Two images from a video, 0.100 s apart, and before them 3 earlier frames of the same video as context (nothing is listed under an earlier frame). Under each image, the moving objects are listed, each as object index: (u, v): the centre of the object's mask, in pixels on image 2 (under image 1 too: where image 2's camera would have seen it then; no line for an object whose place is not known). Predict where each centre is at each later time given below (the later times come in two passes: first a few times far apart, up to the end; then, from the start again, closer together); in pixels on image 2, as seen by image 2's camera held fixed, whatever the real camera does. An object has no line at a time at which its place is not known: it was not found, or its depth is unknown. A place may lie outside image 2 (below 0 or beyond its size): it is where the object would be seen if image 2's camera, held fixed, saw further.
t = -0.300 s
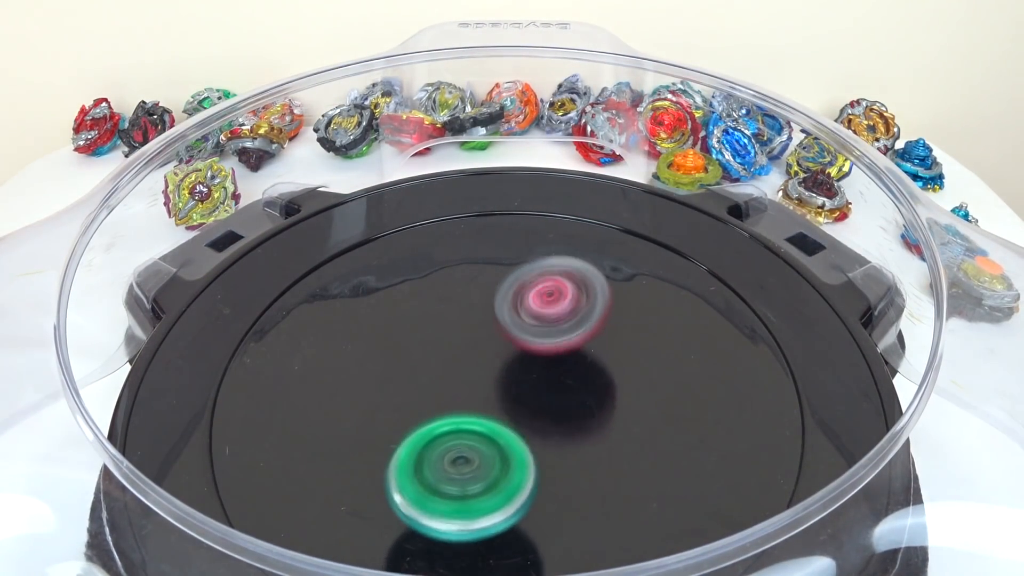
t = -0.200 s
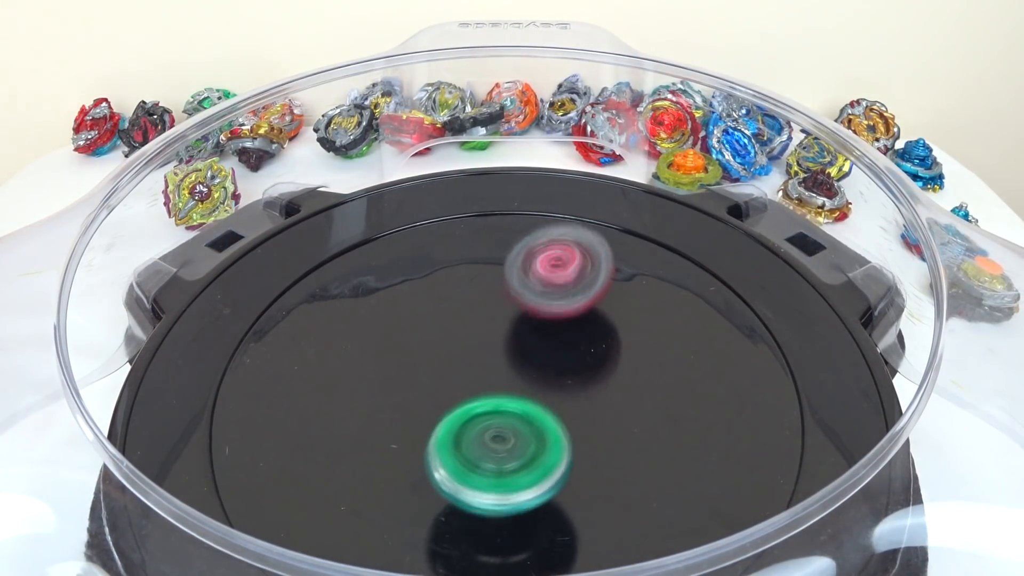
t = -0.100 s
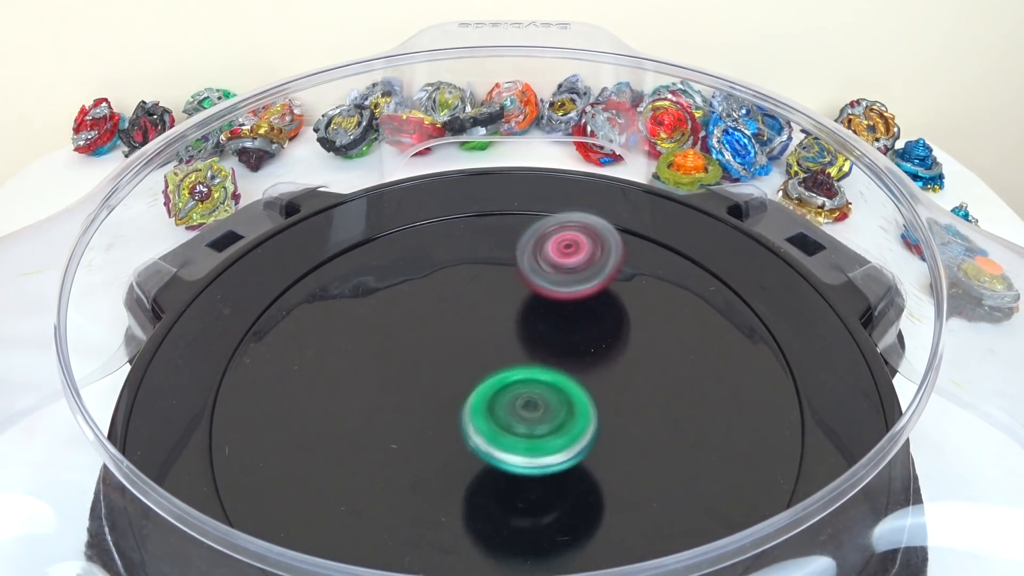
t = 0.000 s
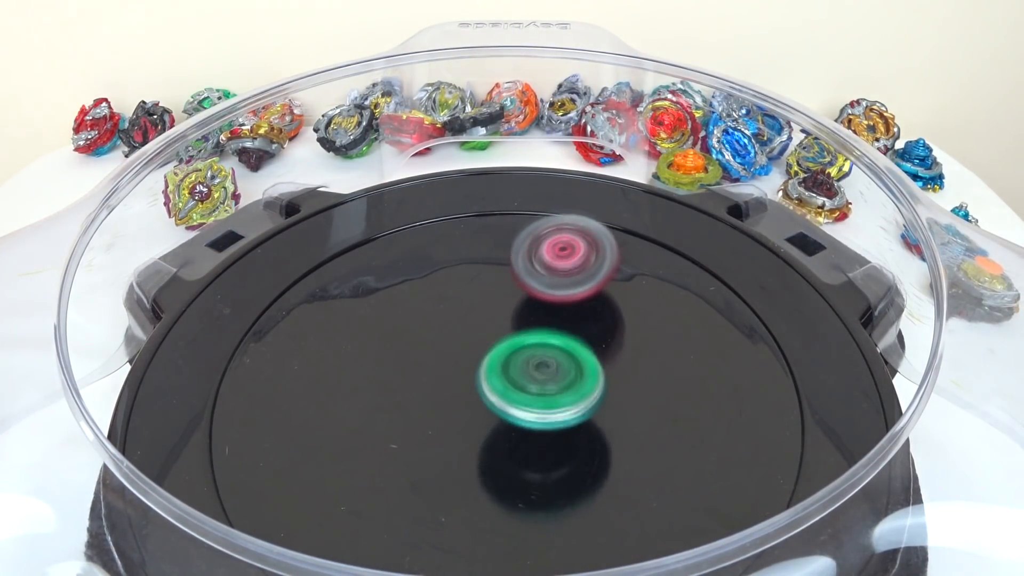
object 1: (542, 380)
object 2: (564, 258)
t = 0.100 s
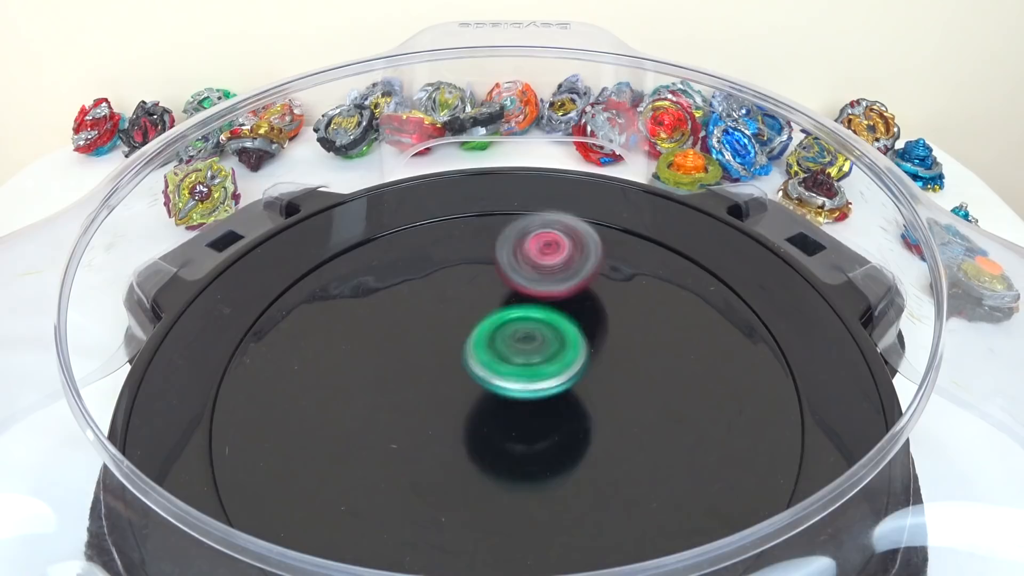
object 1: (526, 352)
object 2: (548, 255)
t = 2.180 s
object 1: (400, 346)
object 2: (419, 451)
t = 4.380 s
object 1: (674, 391)
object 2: (427, 307)
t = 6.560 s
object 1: (463, 282)
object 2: (497, 402)
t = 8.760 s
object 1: (466, 321)
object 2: (582, 330)
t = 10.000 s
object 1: (410, 490)
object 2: (511, 360)
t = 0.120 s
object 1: (518, 357)
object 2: (545, 245)
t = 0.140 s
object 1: (509, 362)
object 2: (540, 238)
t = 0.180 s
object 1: (494, 370)
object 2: (533, 230)
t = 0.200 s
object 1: (487, 373)
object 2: (530, 227)
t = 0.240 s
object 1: (476, 378)
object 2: (526, 228)
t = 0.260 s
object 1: (471, 381)
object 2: (525, 230)
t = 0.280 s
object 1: (468, 384)
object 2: (525, 233)
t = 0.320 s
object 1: (464, 391)
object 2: (527, 240)
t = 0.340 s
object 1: (461, 393)
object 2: (529, 243)
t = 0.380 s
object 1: (459, 397)
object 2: (531, 250)
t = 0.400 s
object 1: (460, 398)
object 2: (531, 254)
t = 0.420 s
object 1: (461, 400)
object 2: (529, 258)
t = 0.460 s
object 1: (464, 402)
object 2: (522, 267)
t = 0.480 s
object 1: (465, 402)
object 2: (516, 272)
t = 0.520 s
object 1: (467, 401)
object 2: (500, 281)
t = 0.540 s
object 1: (468, 399)
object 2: (490, 285)
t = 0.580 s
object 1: (471, 396)
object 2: (468, 294)
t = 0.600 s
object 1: (472, 394)
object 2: (456, 297)
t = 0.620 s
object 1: (472, 392)
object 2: (445, 300)
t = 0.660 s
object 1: (477, 396)
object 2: (424, 296)
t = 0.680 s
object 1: (480, 398)
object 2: (415, 294)
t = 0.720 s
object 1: (484, 400)
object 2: (404, 291)
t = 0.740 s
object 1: (487, 399)
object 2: (401, 291)
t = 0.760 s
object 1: (490, 399)
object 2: (399, 292)
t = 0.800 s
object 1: (494, 396)
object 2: (401, 295)
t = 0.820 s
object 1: (496, 393)
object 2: (406, 296)
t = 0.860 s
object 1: (500, 388)
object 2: (415, 303)
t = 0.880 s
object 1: (502, 385)
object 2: (419, 307)
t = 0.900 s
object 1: (504, 383)
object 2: (425, 307)
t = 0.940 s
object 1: (532, 395)
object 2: (417, 296)
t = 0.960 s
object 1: (544, 399)
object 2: (413, 290)
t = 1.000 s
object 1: (567, 403)
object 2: (405, 278)
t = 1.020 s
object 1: (577, 403)
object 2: (402, 273)
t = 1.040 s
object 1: (585, 401)
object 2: (401, 267)
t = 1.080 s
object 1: (600, 396)
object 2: (402, 260)
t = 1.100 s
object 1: (605, 392)
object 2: (403, 257)
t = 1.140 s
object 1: (613, 383)
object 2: (407, 257)
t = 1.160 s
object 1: (616, 377)
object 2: (408, 258)
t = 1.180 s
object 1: (618, 372)
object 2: (410, 261)
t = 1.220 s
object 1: (618, 362)
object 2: (413, 272)
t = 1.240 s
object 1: (617, 358)
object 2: (414, 278)
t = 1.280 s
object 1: (611, 348)
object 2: (420, 295)
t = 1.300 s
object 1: (608, 343)
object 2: (425, 303)
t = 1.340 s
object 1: (597, 334)
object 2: (435, 318)
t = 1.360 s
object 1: (591, 330)
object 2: (439, 326)
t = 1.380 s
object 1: (584, 326)
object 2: (442, 333)
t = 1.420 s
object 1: (569, 319)
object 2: (447, 349)
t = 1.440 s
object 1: (561, 316)
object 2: (450, 358)
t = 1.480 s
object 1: (551, 308)
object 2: (443, 377)
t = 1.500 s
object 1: (546, 304)
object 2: (440, 380)
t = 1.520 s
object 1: (538, 301)
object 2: (437, 389)
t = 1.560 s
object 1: (523, 297)
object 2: (430, 405)
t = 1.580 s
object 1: (515, 296)
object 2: (425, 408)
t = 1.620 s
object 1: (497, 296)
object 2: (414, 416)
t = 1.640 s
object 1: (488, 297)
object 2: (409, 420)
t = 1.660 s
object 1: (478, 298)
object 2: (404, 426)
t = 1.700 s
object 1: (460, 302)
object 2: (396, 426)
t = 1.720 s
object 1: (451, 305)
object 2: (394, 419)
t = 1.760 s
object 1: (433, 312)
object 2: (391, 413)
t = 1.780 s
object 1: (425, 316)
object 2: (391, 410)
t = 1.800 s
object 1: (418, 316)
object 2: (390, 411)
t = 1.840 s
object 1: (411, 304)
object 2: (383, 430)
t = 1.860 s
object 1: (409, 300)
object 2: (381, 437)
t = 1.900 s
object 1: (404, 296)
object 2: (376, 449)
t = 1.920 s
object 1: (402, 295)
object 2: (375, 458)
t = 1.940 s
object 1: (400, 296)
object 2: (375, 465)
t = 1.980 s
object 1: (396, 300)
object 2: (375, 475)
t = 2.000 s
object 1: (394, 303)
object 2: (376, 479)
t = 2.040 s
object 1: (393, 312)
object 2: (382, 482)
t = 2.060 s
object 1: (392, 316)
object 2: (385, 478)
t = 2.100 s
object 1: (393, 326)
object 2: (394, 473)
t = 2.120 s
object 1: (394, 331)
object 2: (400, 469)
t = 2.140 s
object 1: (395, 336)
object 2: (407, 463)
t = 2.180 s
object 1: (400, 346)
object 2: (419, 451)
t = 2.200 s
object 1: (404, 350)
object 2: (425, 445)
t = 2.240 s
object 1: (407, 326)
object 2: (448, 475)
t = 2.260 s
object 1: (409, 314)
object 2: (461, 491)
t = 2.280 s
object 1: (410, 305)
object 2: (470, 497)
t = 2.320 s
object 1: (412, 289)
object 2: (489, 515)
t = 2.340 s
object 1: (413, 284)
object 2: (501, 520)
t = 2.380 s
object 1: (413, 276)
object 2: (521, 526)
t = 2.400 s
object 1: (413, 273)
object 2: (531, 529)
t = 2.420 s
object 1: (412, 271)
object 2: (537, 527)
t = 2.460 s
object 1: (411, 270)
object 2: (546, 528)
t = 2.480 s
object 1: (411, 270)
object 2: (550, 525)
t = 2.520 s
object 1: (413, 273)
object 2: (558, 524)
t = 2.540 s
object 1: (414, 275)
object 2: (558, 518)
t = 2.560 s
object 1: (416, 278)
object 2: (559, 515)
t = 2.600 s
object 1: (420, 286)
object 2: (554, 495)
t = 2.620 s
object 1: (423, 290)
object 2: (550, 491)
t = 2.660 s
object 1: (431, 299)
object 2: (537, 473)
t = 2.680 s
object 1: (436, 303)
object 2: (529, 466)
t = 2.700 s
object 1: (442, 308)
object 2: (522, 461)
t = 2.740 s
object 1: (454, 317)
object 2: (509, 435)
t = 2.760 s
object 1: (460, 321)
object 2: (504, 429)
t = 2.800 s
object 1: (469, 322)
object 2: (507, 419)
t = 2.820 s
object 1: (466, 308)
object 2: (519, 423)
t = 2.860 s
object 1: (463, 285)
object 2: (542, 440)
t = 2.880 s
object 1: (462, 276)
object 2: (553, 452)
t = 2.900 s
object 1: (461, 269)
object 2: (560, 453)
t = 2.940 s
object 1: (459, 260)
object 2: (567, 461)
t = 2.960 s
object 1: (457, 257)
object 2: (568, 460)
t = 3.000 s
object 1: (455, 254)
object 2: (567, 464)
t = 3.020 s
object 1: (455, 255)
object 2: (565, 463)
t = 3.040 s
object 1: (454, 256)
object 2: (562, 470)
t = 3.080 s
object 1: (453, 260)
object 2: (560, 463)
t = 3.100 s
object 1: (453, 264)
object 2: (557, 459)
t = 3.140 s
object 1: (455, 272)
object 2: (549, 454)
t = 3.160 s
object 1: (457, 277)
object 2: (544, 445)
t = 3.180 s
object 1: (460, 282)
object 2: (538, 440)
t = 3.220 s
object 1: (466, 293)
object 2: (529, 427)
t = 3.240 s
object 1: (470, 299)
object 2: (526, 421)
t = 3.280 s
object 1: (480, 310)
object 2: (518, 410)
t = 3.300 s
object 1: (484, 314)
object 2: (517, 400)
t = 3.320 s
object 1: (490, 312)
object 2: (515, 403)
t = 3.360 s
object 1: (498, 308)
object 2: (517, 403)
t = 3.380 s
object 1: (502, 308)
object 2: (516, 403)
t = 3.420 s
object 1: (510, 308)
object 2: (518, 399)
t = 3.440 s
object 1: (514, 308)
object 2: (518, 400)
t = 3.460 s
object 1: (519, 307)
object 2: (518, 399)
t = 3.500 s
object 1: (528, 306)
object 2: (517, 404)
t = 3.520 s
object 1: (533, 304)
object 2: (516, 407)
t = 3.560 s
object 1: (541, 302)
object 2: (513, 415)
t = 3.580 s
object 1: (545, 301)
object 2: (513, 418)
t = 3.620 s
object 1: (552, 303)
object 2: (504, 418)
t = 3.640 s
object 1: (556, 304)
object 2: (500, 414)
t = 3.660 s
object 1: (559, 306)
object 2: (495, 411)
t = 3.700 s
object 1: (565, 310)
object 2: (484, 399)
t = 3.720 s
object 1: (569, 312)
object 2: (482, 391)
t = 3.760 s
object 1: (576, 317)
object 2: (475, 374)
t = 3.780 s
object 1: (580, 319)
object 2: (470, 364)
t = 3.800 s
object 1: (587, 320)
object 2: (462, 356)
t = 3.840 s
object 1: (598, 321)
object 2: (450, 342)
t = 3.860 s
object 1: (602, 322)
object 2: (447, 335)
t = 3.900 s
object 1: (608, 324)
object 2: (441, 327)
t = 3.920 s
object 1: (610, 325)
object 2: (440, 324)
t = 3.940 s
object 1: (612, 327)
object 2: (442, 322)
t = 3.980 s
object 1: (613, 331)
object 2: (444, 323)
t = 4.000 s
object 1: (614, 333)
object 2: (448, 323)
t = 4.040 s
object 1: (613, 338)
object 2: (460, 329)
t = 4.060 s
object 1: (612, 341)
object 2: (468, 331)
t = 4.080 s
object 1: (611, 345)
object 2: (479, 332)
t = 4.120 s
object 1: (623, 355)
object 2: (483, 328)
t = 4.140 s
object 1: (633, 360)
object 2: (480, 325)
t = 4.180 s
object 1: (650, 369)
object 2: (467, 321)
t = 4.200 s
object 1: (657, 372)
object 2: (460, 318)
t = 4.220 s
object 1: (663, 374)
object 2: (454, 316)
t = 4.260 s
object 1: (672, 379)
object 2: (442, 312)
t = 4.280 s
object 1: (675, 381)
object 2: (439, 310)
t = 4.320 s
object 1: (677, 385)
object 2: (432, 307)
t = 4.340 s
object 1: (677, 387)
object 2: (431, 307)
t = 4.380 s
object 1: (674, 391)
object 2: (427, 307)
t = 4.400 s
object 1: (671, 392)
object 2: (427, 308)
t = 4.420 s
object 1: (666, 394)
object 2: (427, 309)
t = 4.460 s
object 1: (656, 398)
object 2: (427, 314)
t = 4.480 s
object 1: (649, 399)
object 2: (429, 317)
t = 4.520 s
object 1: (634, 403)
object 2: (431, 324)
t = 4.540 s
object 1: (626, 406)
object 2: (434, 328)
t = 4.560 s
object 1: (618, 409)
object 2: (437, 332)
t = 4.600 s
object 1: (601, 415)
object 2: (442, 340)
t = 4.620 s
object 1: (593, 418)
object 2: (445, 344)
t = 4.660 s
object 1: (576, 423)
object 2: (451, 350)
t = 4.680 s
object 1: (568, 426)
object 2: (454, 353)
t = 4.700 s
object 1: (559, 429)
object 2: (457, 355)
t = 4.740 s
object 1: (545, 441)
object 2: (460, 353)
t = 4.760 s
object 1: (554, 465)
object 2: (451, 337)
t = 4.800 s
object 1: (571, 503)
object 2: (435, 314)
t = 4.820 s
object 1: (579, 514)
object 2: (427, 304)
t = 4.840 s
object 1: (588, 520)
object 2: (422, 297)
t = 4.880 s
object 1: (600, 529)
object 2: (416, 286)
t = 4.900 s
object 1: (606, 531)
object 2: (417, 284)
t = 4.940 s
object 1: (616, 532)
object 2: (424, 284)
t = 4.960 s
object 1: (621, 531)
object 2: (434, 284)
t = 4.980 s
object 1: (624, 530)
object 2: (444, 287)
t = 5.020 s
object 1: (626, 526)
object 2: (467, 292)
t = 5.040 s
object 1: (624, 524)
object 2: (478, 297)
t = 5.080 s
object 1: (616, 519)
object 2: (501, 306)
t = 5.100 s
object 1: (610, 516)
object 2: (512, 312)
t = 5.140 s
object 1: (593, 507)
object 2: (534, 321)
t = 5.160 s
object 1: (582, 499)
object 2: (543, 326)
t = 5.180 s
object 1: (572, 490)
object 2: (552, 328)
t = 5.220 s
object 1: (547, 472)
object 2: (567, 335)
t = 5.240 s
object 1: (535, 465)
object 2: (571, 337)
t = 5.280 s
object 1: (509, 450)
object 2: (571, 343)
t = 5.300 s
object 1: (497, 442)
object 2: (569, 348)
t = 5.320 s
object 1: (484, 435)
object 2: (565, 353)
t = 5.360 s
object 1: (431, 444)
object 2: (573, 344)
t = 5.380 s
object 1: (400, 452)
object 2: (580, 334)
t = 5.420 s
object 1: (347, 464)
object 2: (587, 318)
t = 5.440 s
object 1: (325, 468)
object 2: (588, 313)
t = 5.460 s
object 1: (305, 471)
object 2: (588, 306)
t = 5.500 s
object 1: (271, 476)
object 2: (584, 301)
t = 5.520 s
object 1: (258, 476)
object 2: (581, 302)
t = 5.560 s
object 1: (241, 473)
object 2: (577, 305)
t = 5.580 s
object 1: (239, 472)
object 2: (577, 308)
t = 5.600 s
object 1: (240, 471)
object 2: (576, 313)
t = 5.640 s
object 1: (256, 468)
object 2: (577, 321)
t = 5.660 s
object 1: (268, 463)
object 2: (577, 327)
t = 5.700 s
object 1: (292, 451)
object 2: (579, 336)
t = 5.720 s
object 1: (308, 446)
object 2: (581, 338)
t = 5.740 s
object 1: (324, 440)
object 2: (580, 343)
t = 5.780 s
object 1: (355, 425)
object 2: (582, 349)
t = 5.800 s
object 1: (369, 417)
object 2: (583, 348)
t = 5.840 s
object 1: (400, 400)
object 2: (580, 348)
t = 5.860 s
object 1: (414, 390)
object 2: (579, 350)
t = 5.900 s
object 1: (439, 371)
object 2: (576, 345)
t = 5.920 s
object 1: (451, 361)
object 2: (574, 340)
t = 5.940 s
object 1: (459, 351)
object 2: (574, 339)
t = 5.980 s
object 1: (463, 329)
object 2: (573, 330)
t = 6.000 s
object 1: (464, 316)
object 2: (573, 333)
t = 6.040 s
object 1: (456, 291)
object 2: (585, 337)
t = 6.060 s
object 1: (452, 281)
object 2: (589, 340)
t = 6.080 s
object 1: (447, 270)
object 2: (593, 349)
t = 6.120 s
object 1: (442, 249)
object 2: (595, 353)
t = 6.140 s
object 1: (440, 241)
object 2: (595, 357)
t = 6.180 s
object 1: (437, 225)
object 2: (586, 364)
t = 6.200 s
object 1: (436, 218)
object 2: (580, 368)
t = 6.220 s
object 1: (433, 213)
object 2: (571, 370)
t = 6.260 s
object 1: (431, 206)
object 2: (553, 375)
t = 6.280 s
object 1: (430, 203)
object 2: (545, 378)
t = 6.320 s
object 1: (429, 205)
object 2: (525, 384)
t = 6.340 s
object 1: (430, 208)
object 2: (516, 387)
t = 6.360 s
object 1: (430, 210)
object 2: (509, 390)
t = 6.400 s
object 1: (433, 221)
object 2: (497, 396)
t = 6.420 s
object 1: (436, 227)
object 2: (493, 399)
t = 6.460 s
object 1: (440, 241)
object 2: (490, 404)
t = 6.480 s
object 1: (443, 248)
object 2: (489, 404)
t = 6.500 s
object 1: (448, 255)
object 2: (490, 404)
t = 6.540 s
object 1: (456, 273)
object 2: (495, 404)
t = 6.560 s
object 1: (463, 282)
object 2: (497, 402)
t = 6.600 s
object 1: (474, 298)
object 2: (505, 398)
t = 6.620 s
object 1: (480, 304)
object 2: (511, 396)
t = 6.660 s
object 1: (497, 309)
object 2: (522, 401)
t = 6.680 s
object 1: (506, 310)
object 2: (525, 405)
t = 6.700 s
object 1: (515, 312)
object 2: (531, 411)
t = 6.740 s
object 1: (534, 315)
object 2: (537, 415)
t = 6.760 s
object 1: (544, 315)
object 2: (536, 412)
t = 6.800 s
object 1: (567, 319)
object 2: (534, 408)
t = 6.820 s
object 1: (579, 321)
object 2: (533, 405)
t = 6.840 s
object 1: (593, 321)
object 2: (526, 405)
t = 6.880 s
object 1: (618, 316)
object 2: (506, 412)
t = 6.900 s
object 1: (630, 313)
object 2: (497, 418)
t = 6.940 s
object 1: (648, 312)
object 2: (478, 426)
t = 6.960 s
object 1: (657, 312)
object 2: (467, 428)
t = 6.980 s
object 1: (664, 313)
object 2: (457, 432)
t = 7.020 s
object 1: (678, 316)
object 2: (435, 434)
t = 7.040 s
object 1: (682, 317)
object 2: (426, 432)
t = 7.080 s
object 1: (692, 322)
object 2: (413, 427)
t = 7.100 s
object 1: (694, 323)
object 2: (410, 423)
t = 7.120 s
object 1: (696, 327)
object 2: (404, 420)
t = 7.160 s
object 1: (697, 333)
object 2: (400, 412)
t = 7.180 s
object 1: (697, 338)
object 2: (400, 408)
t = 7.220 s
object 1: (692, 347)
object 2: (400, 400)
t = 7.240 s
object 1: (689, 352)
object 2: (401, 397)
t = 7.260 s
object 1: (686, 356)
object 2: (403, 392)
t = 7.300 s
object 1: (674, 368)
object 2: (408, 386)
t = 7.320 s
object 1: (669, 372)
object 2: (412, 384)
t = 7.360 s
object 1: (653, 384)
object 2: (421, 378)
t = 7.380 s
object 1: (645, 389)
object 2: (425, 376)
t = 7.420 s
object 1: (626, 401)
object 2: (436, 372)
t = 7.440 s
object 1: (616, 405)
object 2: (443, 371)
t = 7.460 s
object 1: (605, 411)
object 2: (448, 371)
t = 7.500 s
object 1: (585, 422)
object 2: (461, 371)
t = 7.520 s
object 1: (577, 429)
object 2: (466, 367)
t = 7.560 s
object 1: (564, 445)
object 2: (468, 361)
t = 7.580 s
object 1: (556, 452)
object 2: (469, 359)
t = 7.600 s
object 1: (550, 459)
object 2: (472, 356)
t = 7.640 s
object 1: (530, 472)
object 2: (477, 354)
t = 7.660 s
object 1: (522, 477)
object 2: (480, 351)
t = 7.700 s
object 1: (499, 486)
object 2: (489, 349)
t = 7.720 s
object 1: (490, 489)
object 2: (493, 351)
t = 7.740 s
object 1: (479, 492)
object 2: (499, 348)
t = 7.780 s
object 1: (456, 497)
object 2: (510, 348)
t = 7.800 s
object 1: (445, 498)
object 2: (514, 347)
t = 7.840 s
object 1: (425, 498)
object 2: (525, 344)
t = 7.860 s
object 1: (415, 497)
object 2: (531, 345)
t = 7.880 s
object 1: (408, 495)
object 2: (535, 340)
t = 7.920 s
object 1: (391, 490)
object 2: (540, 336)
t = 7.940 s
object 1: (384, 486)
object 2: (540, 332)
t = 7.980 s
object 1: (374, 478)
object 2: (537, 329)
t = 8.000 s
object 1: (368, 473)
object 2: (535, 330)
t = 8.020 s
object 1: (363, 467)
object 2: (530, 328)
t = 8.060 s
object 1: (361, 456)
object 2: (520, 329)
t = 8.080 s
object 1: (361, 449)
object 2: (515, 329)
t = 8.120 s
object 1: (361, 435)
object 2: (503, 329)
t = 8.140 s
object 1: (364, 428)
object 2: (498, 332)
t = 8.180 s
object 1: (364, 412)
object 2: (486, 333)
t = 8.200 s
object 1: (367, 405)
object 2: (478, 335)
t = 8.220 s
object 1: (367, 397)
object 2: (473, 334)
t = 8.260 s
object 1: (331, 392)
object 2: (497, 325)
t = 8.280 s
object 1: (298, 392)
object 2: (521, 314)
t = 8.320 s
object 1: (245, 386)
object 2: (562, 295)
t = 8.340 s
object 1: (228, 384)
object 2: (580, 289)
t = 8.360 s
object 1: (217, 380)
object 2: (594, 280)
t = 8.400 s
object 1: (212, 372)
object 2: (615, 272)
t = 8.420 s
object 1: (214, 371)
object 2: (623, 269)
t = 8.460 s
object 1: (225, 368)
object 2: (629, 267)
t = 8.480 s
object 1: (236, 370)
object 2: (630, 271)
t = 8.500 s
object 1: (250, 369)
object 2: (630, 271)
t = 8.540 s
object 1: (282, 364)
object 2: (628, 281)
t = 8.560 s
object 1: (299, 361)
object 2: (627, 282)
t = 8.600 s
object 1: (334, 357)
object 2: (621, 293)
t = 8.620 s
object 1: (350, 354)
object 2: (616, 298)
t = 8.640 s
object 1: (370, 351)
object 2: (612, 307)
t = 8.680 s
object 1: (404, 344)
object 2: (602, 315)
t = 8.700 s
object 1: (418, 337)
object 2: (599, 320)
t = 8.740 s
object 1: (450, 325)
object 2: (587, 330)
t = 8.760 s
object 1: (466, 321)
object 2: (582, 330)
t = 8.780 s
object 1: (475, 313)
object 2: (576, 332)
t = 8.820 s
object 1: (488, 290)
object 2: (589, 355)
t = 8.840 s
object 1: (492, 280)
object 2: (595, 368)
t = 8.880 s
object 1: (500, 262)
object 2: (604, 388)
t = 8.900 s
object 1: (504, 255)
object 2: (609, 400)
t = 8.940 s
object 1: (515, 246)
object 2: (609, 409)
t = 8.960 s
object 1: (522, 243)
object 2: (608, 415)
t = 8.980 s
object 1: (526, 242)
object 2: (605, 415)
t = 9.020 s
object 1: (537, 241)
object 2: (599, 421)
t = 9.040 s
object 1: (543, 241)
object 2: (595, 419)
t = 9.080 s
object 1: (552, 244)
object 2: (585, 418)
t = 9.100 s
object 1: (556, 249)
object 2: (581, 415)
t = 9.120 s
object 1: (562, 251)
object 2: (574, 417)
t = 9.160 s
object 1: (572, 261)
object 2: (563, 409)
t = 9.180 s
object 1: (577, 270)
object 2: (556, 410)
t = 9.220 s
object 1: (587, 283)
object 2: (545, 402)
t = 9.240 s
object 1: (592, 288)
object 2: (539, 399)
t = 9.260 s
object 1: (598, 297)
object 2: (532, 393)
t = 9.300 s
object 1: (608, 313)
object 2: (518, 389)
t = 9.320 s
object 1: (613, 321)
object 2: (509, 383)
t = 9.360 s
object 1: (621, 340)
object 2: (494, 381)
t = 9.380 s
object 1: (626, 349)
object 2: (486, 377)
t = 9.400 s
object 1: (628, 360)
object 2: (482, 375)
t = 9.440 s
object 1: (634, 380)
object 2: (470, 376)
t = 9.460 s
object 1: (637, 389)
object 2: (469, 374)
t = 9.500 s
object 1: (638, 409)
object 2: (465, 377)
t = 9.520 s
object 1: (639, 421)
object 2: (465, 375)
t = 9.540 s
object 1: (637, 430)
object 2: (463, 380)
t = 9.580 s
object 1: (632, 449)
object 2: (465, 377)
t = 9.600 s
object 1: (630, 458)
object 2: (465, 382)
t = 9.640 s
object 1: (619, 476)
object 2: (471, 379)
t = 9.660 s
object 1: (610, 486)
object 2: (472, 384)
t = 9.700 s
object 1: (593, 500)
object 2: (481, 381)
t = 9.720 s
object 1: (584, 505)
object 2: (482, 384)
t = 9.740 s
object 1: (574, 509)
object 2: (487, 386)
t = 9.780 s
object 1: (551, 516)
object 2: (493, 380)
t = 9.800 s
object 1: (537, 518)
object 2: (497, 383)
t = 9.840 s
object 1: (508, 519)
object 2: (503, 373)
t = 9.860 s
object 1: (496, 517)
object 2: (506, 376)
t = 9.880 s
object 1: (482, 516)
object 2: (509, 373)
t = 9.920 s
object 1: (458, 509)
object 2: (512, 368)
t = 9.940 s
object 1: (445, 506)
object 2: (512, 368)
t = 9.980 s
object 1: (420, 496)
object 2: (512, 358)
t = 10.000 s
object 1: (410, 490)
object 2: (511, 360)
